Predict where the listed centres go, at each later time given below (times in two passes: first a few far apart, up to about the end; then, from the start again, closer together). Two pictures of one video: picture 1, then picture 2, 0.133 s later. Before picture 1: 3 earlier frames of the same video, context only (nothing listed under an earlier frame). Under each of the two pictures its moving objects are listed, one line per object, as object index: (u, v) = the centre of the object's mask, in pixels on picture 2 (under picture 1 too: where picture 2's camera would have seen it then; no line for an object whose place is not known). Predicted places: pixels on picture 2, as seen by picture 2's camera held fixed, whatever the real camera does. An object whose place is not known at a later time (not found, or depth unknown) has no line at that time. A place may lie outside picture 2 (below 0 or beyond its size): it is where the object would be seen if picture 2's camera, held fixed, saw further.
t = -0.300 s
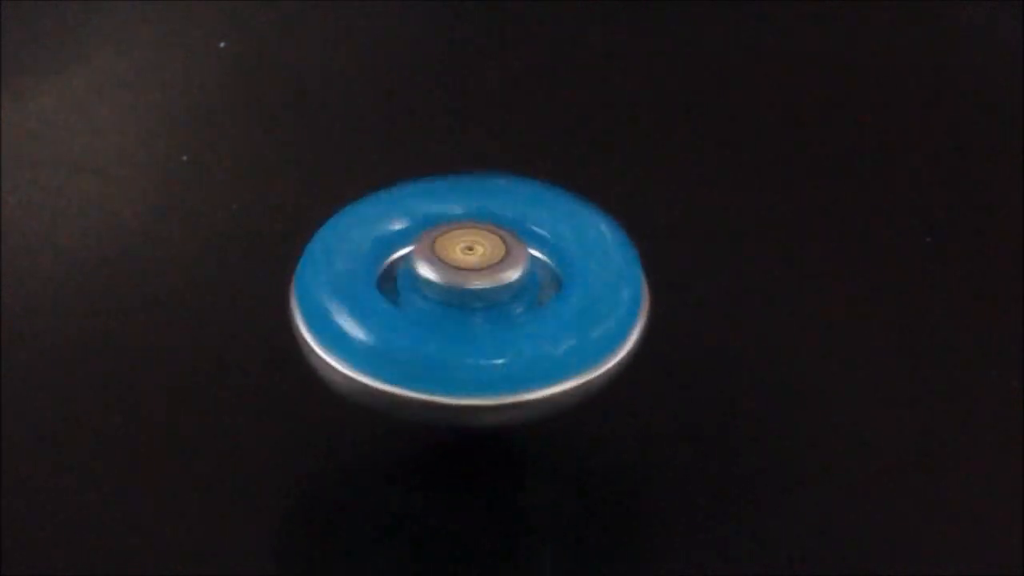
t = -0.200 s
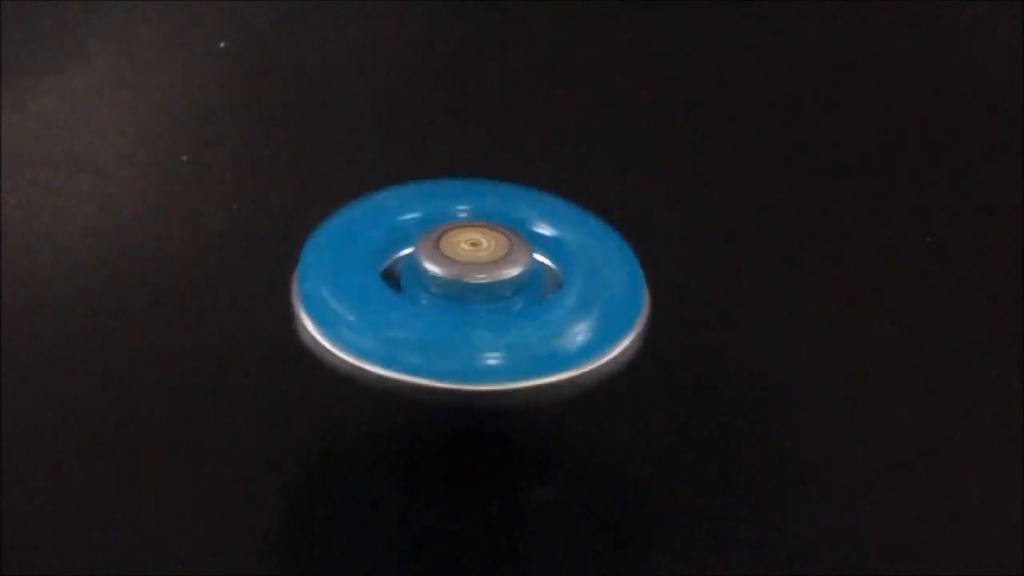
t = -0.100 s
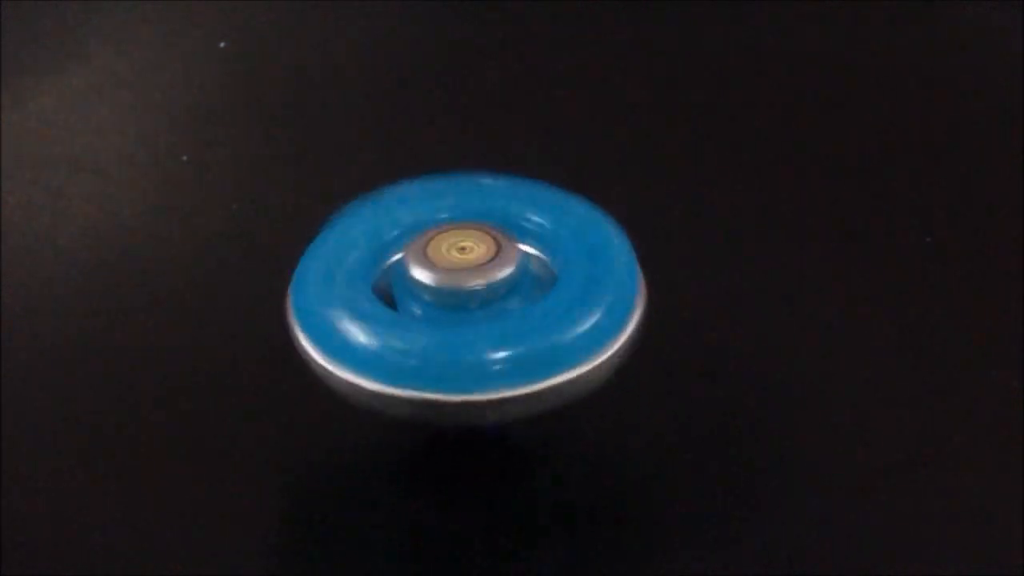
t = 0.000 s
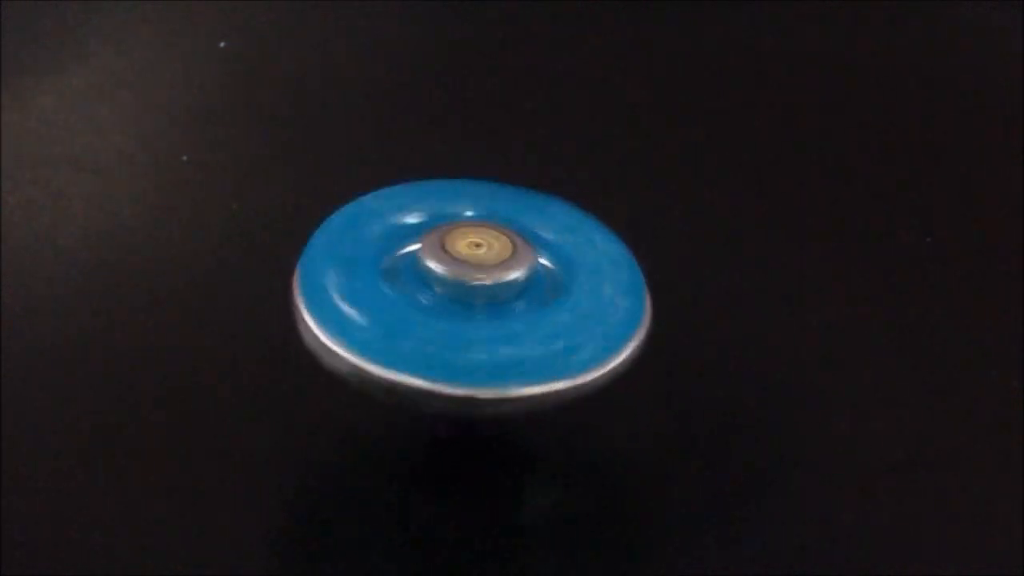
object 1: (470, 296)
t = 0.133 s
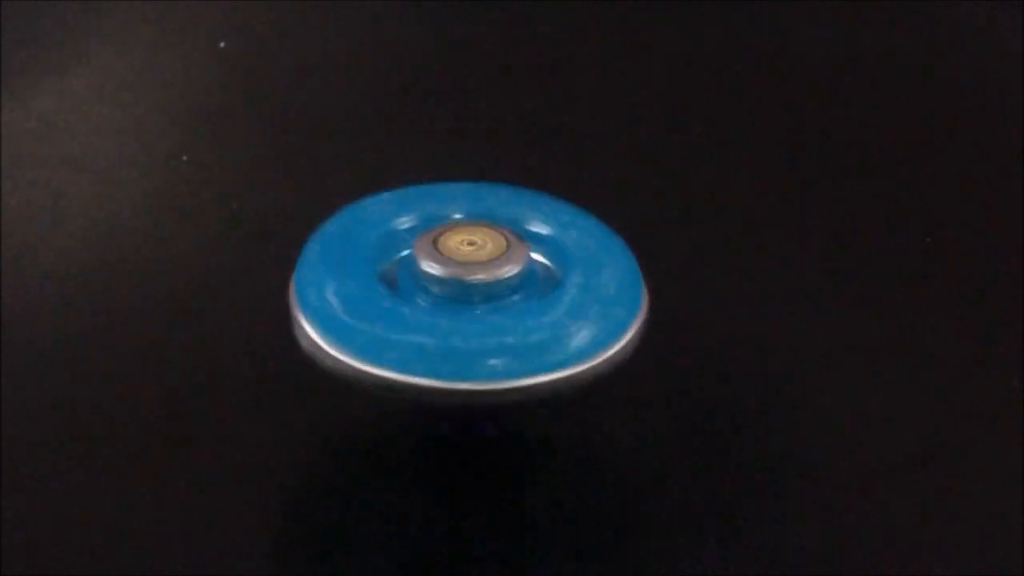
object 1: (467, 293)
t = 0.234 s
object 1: (467, 298)
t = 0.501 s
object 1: (471, 296)
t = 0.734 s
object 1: (468, 298)
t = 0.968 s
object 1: (466, 296)
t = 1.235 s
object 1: (469, 299)
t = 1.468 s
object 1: (468, 295)
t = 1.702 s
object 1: (472, 296)
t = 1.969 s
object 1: (470, 296)
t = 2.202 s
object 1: (471, 298)
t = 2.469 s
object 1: (472, 294)
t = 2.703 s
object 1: (470, 299)
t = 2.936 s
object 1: (473, 295)
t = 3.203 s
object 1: (469, 296)
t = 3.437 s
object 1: (471, 299)
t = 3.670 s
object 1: (471, 295)
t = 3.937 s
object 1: (466, 296)
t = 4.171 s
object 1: (466, 300)
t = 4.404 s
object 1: (472, 298)
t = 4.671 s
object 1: (470, 301)
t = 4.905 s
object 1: (471, 302)
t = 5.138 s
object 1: (466, 306)
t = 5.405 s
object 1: (490, 292)
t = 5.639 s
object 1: (488, 308)
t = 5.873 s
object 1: (470, 293)
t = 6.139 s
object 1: (460, 296)
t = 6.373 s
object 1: (469, 307)
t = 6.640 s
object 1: (477, 295)
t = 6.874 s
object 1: (509, 292)
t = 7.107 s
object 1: (466, 319)
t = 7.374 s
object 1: (439, 283)
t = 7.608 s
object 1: (484, 269)
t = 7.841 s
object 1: (530, 295)
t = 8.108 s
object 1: (435, 319)
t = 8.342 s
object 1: (439, 286)
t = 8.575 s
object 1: (510, 292)
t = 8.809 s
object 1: (499, 311)
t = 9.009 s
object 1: (449, 304)
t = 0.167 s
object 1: (470, 296)
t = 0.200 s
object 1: (470, 298)
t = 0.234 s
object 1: (467, 298)
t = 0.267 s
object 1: (464, 295)
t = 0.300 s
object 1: (466, 294)
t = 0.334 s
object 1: (471, 296)
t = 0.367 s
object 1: (470, 298)
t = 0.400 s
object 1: (468, 298)
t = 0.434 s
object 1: (465, 297)
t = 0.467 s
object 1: (467, 295)
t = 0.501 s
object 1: (471, 296)
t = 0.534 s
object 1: (471, 297)
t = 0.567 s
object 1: (468, 299)
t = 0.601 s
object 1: (466, 296)
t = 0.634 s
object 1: (466, 295)
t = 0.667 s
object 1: (470, 294)
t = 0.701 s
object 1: (470, 297)
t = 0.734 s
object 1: (468, 298)
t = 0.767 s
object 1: (466, 297)
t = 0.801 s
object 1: (466, 294)
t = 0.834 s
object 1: (468, 296)
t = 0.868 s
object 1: (470, 297)
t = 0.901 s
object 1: (468, 299)
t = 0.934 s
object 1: (465, 296)
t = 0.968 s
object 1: (466, 296)
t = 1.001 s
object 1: (469, 295)
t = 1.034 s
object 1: (470, 296)
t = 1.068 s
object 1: (468, 298)
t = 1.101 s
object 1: (466, 297)
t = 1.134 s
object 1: (466, 295)
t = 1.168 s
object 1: (469, 293)
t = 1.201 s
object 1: (470, 297)
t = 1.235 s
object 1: (469, 299)
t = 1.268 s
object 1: (466, 297)
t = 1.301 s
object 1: (465, 295)
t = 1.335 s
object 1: (470, 295)
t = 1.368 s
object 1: (471, 296)
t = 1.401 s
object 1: (469, 298)
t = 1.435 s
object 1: (468, 297)
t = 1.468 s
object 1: (468, 295)
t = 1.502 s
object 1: (471, 293)
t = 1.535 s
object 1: (472, 298)
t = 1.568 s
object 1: (470, 299)
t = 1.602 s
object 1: (467, 296)
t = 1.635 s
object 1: (468, 296)
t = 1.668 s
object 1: (473, 295)
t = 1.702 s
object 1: (472, 296)
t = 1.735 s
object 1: (469, 299)
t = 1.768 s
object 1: (468, 296)
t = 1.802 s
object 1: (470, 293)
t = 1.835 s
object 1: (471, 295)
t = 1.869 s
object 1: (473, 299)
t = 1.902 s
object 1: (469, 297)
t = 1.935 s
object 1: (467, 297)
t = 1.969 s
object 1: (470, 296)
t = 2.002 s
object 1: (472, 295)
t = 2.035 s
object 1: (470, 299)
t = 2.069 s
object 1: (469, 298)
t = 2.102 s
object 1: (468, 296)
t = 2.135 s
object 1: (469, 297)
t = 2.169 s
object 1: (472, 297)
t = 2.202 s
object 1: (471, 298)
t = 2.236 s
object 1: (469, 299)
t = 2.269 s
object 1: (468, 296)
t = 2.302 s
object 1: (469, 295)
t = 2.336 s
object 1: (473, 297)
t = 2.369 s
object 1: (471, 298)
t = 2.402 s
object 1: (468, 298)
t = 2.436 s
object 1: (469, 297)
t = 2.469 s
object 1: (472, 294)
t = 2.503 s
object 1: (473, 298)
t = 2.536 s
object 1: (471, 299)
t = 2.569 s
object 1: (467, 297)
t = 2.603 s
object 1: (469, 295)
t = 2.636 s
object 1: (474, 294)
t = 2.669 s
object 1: (472, 299)
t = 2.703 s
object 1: (470, 299)
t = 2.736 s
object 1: (468, 294)
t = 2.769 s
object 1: (471, 295)
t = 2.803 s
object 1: (474, 296)
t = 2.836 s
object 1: (470, 298)
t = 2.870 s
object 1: (468, 298)
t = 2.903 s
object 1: (468, 293)
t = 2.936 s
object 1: (473, 295)
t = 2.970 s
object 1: (472, 297)
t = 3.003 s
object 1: (469, 299)
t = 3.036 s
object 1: (469, 297)
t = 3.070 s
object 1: (470, 294)
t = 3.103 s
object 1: (472, 296)
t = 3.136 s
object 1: (471, 297)
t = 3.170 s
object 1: (468, 299)
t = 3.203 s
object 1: (469, 296)
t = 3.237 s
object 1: (470, 294)
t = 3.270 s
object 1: (472, 297)
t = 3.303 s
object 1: (469, 299)
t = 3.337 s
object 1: (466, 298)
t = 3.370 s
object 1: (468, 295)
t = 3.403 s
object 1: (471, 296)
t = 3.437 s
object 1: (471, 299)
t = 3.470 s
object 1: (468, 298)
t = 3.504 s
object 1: (468, 296)
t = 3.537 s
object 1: (471, 293)
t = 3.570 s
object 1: (473, 298)
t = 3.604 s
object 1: (470, 298)
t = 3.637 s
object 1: (466, 298)
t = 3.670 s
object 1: (471, 295)
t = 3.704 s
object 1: (471, 296)
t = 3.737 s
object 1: (471, 299)
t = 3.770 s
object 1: (466, 296)
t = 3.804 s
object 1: (468, 294)
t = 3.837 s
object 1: (472, 294)
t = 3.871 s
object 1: (472, 299)
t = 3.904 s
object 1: (468, 297)
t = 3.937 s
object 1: (466, 296)
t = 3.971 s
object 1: (472, 294)
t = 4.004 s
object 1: (471, 299)
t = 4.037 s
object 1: (466, 299)
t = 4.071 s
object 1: (464, 296)
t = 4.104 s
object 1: (471, 295)
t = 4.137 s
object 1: (471, 299)
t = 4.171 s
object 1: (466, 300)
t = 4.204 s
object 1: (463, 295)
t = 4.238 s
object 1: (472, 296)
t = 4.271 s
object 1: (471, 298)
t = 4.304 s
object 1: (466, 301)
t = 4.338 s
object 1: (464, 294)
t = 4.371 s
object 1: (473, 295)
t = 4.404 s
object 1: (472, 298)
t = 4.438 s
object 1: (466, 300)
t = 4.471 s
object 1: (465, 292)
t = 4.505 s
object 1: (473, 295)
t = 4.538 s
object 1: (472, 299)
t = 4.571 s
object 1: (464, 299)
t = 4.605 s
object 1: (467, 292)
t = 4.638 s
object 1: (478, 297)
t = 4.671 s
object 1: (470, 301)
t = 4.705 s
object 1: (464, 297)
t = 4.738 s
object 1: (471, 291)
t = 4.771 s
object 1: (478, 300)
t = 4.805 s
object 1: (465, 300)
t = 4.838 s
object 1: (465, 294)
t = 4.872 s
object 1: (476, 294)
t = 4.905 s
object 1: (471, 302)
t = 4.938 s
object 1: (461, 296)
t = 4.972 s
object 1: (469, 292)
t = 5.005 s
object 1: (477, 299)
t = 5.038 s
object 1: (463, 304)
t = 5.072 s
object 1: (461, 291)
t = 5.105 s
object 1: (480, 298)
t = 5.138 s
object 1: (466, 306)
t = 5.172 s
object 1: (455, 292)
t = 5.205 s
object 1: (485, 295)
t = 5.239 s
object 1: (464, 312)
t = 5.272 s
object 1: (452, 290)
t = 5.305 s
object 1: (489, 297)
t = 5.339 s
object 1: (468, 312)
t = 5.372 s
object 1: (453, 288)
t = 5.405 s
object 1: (490, 292)
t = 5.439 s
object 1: (472, 310)
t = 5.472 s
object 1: (451, 294)
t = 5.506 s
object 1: (484, 283)
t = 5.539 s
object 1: (479, 309)
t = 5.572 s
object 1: (443, 297)
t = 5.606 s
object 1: (472, 285)
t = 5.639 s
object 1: (488, 308)
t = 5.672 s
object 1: (461, 301)
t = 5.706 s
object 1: (450, 287)
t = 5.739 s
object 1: (477, 285)
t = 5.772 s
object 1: (465, 298)
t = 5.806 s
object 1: (442, 300)
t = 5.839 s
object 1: (452, 288)
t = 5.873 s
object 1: (470, 293)
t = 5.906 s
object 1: (465, 307)
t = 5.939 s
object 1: (455, 301)
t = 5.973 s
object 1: (449, 293)
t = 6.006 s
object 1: (469, 297)
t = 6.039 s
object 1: (462, 304)
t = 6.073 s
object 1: (454, 303)
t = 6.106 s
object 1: (453, 298)
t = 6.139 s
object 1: (460, 296)
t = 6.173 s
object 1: (466, 305)
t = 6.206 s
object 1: (462, 307)
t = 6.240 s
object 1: (460, 300)
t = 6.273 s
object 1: (469, 298)
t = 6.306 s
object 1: (474, 306)
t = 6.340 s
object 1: (471, 306)
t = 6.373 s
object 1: (469, 307)
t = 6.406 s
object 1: (466, 302)
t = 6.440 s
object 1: (475, 304)
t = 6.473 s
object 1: (475, 308)
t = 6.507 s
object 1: (477, 311)
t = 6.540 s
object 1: (475, 309)
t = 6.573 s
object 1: (466, 310)
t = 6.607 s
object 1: (460, 302)
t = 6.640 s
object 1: (477, 295)
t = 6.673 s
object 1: (501, 299)
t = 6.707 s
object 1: (501, 301)
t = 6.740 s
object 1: (484, 308)
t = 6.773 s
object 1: (458, 302)
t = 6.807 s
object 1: (460, 285)
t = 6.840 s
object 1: (489, 277)
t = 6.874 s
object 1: (509, 292)
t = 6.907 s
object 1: (487, 308)
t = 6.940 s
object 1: (445, 307)
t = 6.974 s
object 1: (434, 295)
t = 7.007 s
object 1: (455, 282)
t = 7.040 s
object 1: (489, 289)
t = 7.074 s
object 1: (494, 306)
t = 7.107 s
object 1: (466, 319)
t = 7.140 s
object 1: (431, 316)
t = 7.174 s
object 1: (434, 297)
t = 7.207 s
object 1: (476, 282)
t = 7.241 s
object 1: (514, 294)
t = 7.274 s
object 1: (513, 317)
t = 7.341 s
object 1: (430, 311)
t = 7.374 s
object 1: (439, 283)
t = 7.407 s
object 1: (493, 270)
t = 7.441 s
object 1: (531, 287)
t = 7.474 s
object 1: (518, 314)
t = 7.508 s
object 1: (461, 324)
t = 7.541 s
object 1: (418, 305)
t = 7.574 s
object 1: (433, 280)
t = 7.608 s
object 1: (484, 269)
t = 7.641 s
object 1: (520, 291)
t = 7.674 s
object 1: (506, 317)
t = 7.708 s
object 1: (451, 322)
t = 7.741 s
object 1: (416, 304)
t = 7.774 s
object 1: (435, 277)
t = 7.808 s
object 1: (490, 270)
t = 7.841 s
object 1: (530, 295)
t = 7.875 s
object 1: (504, 323)
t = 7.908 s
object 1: (443, 324)
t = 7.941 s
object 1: (421, 303)
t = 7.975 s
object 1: (450, 280)
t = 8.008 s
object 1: (504, 278)
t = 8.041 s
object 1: (529, 302)
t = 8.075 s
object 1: (495, 326)
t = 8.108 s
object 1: (435, 319)
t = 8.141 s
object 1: (428, 296)
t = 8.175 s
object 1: (466, 276)
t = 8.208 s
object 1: (517, 284)
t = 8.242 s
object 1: (520, 308)
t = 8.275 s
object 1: (468, 323)
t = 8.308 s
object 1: (429, 307)
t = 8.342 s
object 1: (439, 286)
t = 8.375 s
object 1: (486, 275)
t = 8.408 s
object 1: (518, 296)
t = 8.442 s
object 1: (490, 320)
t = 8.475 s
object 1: (445, 317)
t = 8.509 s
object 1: (429, 296)
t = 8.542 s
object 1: (466, 279)
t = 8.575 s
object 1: (510, 292)
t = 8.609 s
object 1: (498, 310)
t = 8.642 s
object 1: (453, 316)
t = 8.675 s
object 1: (433, 303)
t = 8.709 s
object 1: (467, 283)
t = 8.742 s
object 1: (506, 291)
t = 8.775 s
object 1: (517, 307)
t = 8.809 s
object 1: (499, 311)
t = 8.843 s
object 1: (487, 310)
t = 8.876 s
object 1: (480, 314)
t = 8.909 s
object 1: (470, 315)
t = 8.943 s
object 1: (455, 313)
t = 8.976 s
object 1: (445, 309)
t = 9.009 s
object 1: (449, 304)
